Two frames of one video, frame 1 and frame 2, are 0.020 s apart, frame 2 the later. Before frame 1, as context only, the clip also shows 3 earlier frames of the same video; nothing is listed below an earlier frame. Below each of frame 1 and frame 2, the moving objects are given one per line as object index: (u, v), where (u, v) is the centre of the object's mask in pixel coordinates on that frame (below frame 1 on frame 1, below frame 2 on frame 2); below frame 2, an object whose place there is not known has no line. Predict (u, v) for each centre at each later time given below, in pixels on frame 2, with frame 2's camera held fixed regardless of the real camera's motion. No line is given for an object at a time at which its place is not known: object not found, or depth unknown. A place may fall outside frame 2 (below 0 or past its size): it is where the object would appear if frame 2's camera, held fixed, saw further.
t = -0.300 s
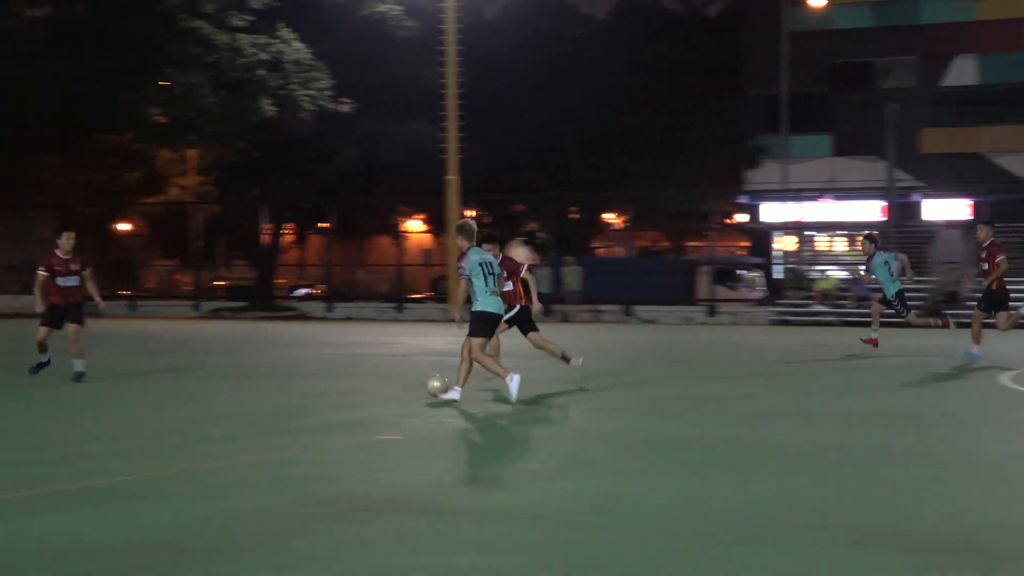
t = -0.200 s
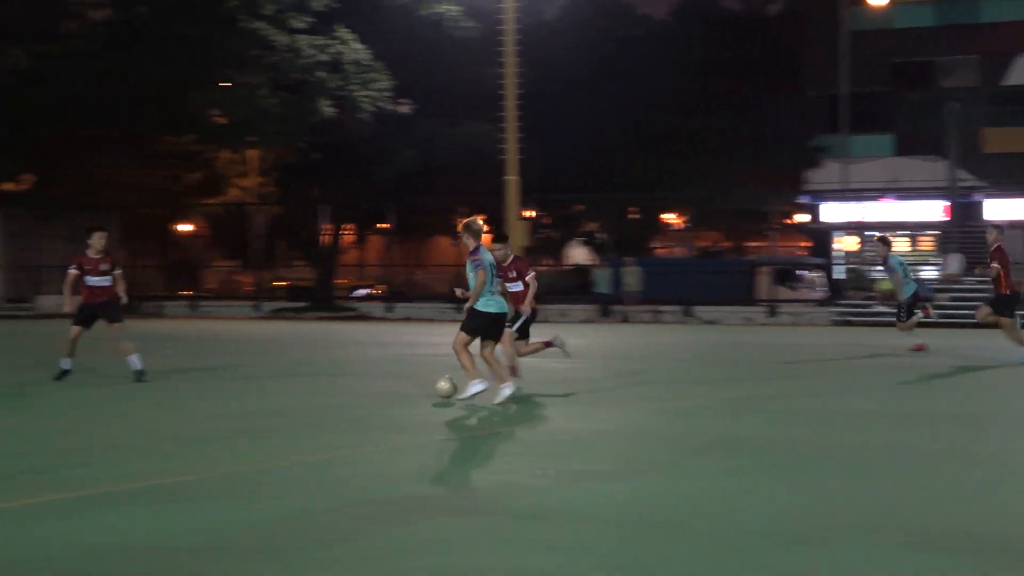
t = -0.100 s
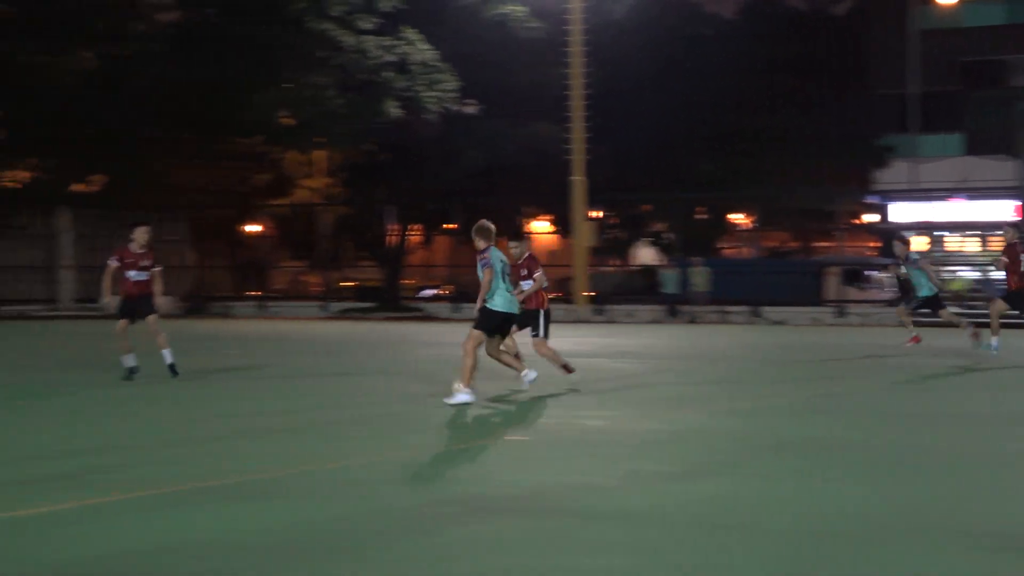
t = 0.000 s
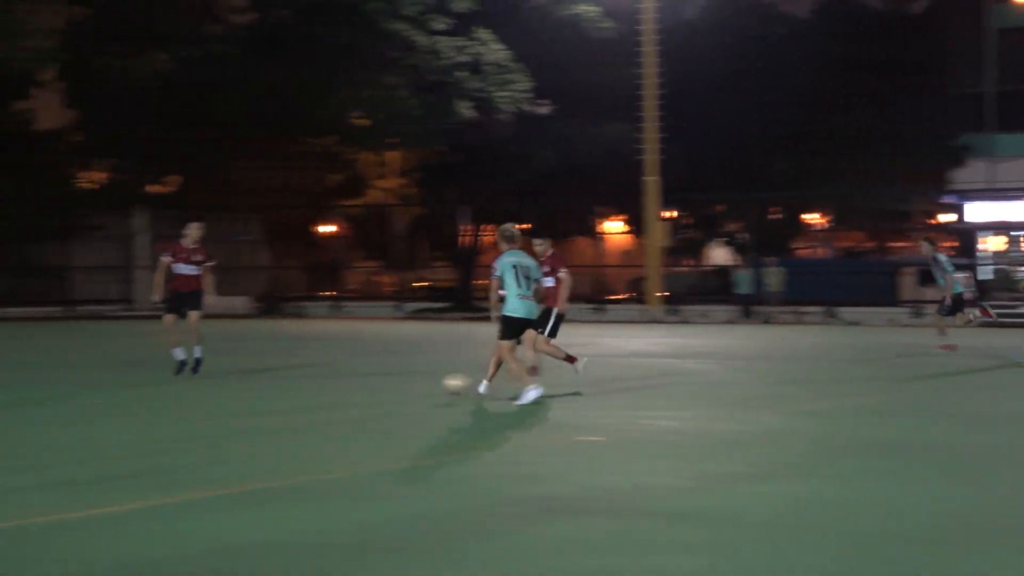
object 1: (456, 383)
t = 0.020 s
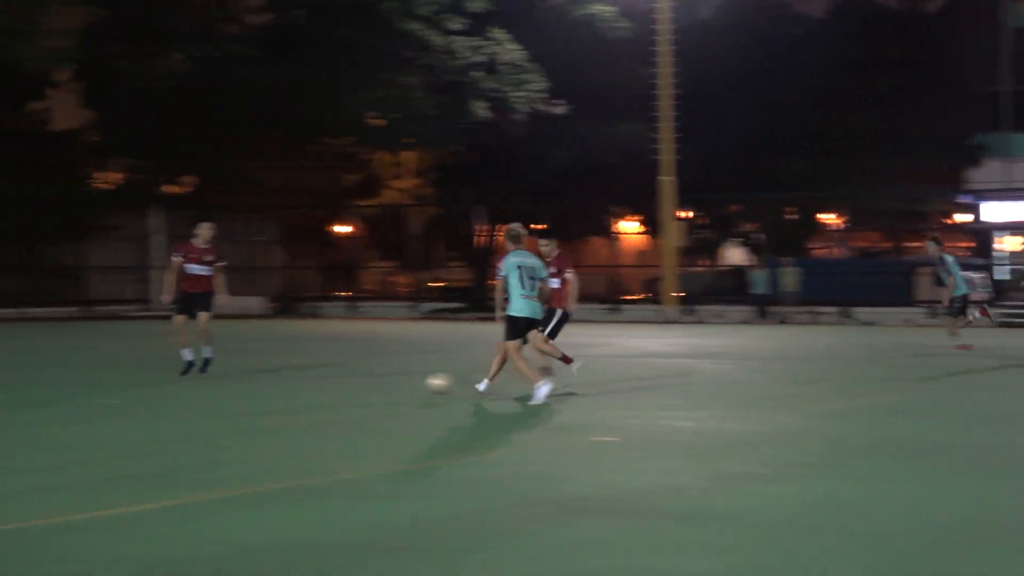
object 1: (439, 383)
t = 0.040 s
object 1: (408, 383)
